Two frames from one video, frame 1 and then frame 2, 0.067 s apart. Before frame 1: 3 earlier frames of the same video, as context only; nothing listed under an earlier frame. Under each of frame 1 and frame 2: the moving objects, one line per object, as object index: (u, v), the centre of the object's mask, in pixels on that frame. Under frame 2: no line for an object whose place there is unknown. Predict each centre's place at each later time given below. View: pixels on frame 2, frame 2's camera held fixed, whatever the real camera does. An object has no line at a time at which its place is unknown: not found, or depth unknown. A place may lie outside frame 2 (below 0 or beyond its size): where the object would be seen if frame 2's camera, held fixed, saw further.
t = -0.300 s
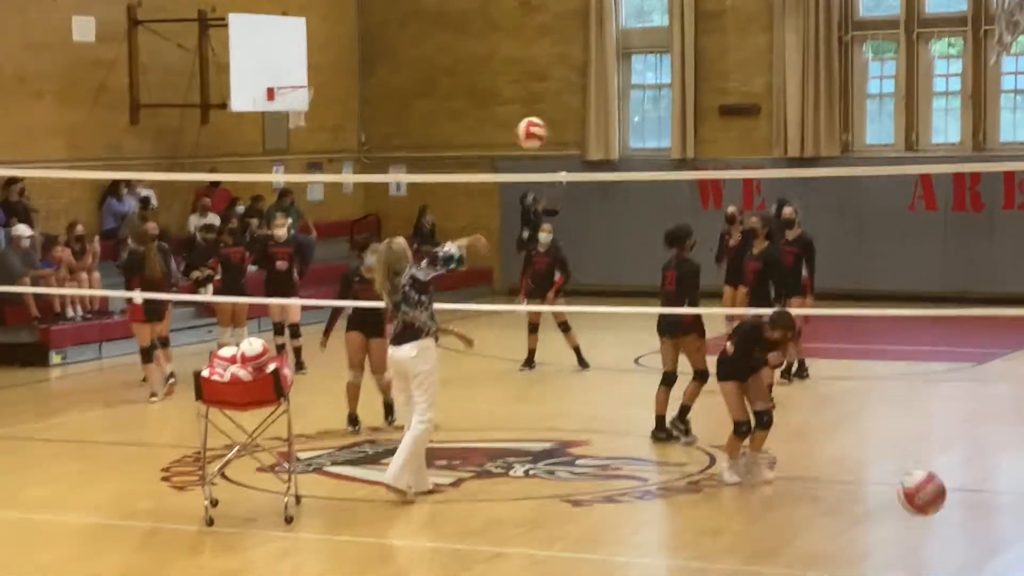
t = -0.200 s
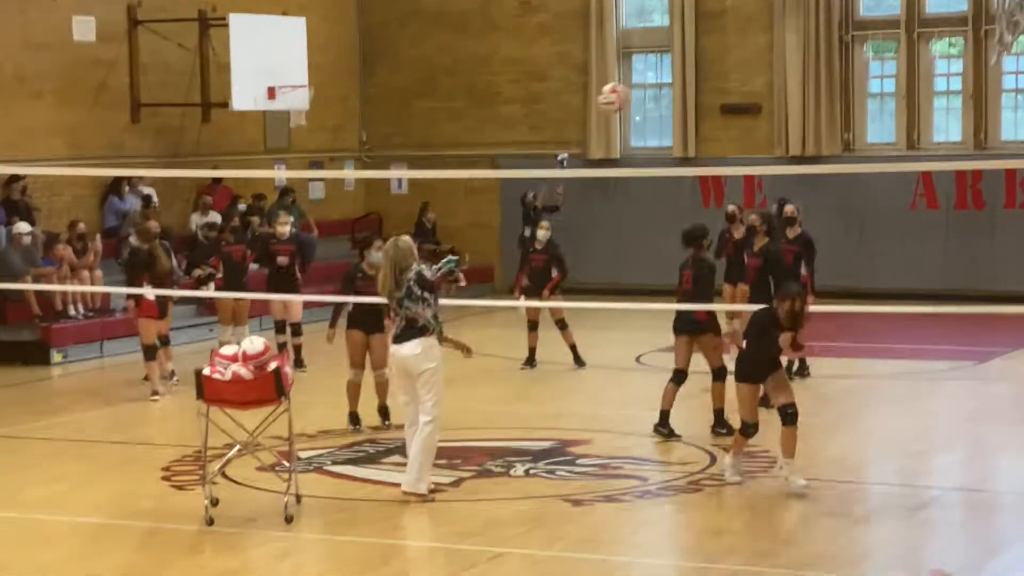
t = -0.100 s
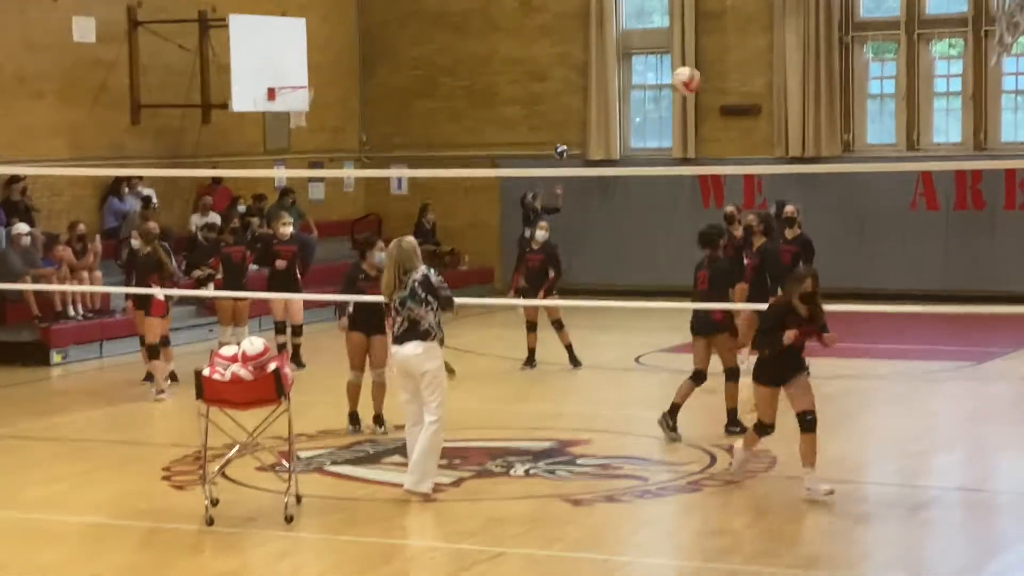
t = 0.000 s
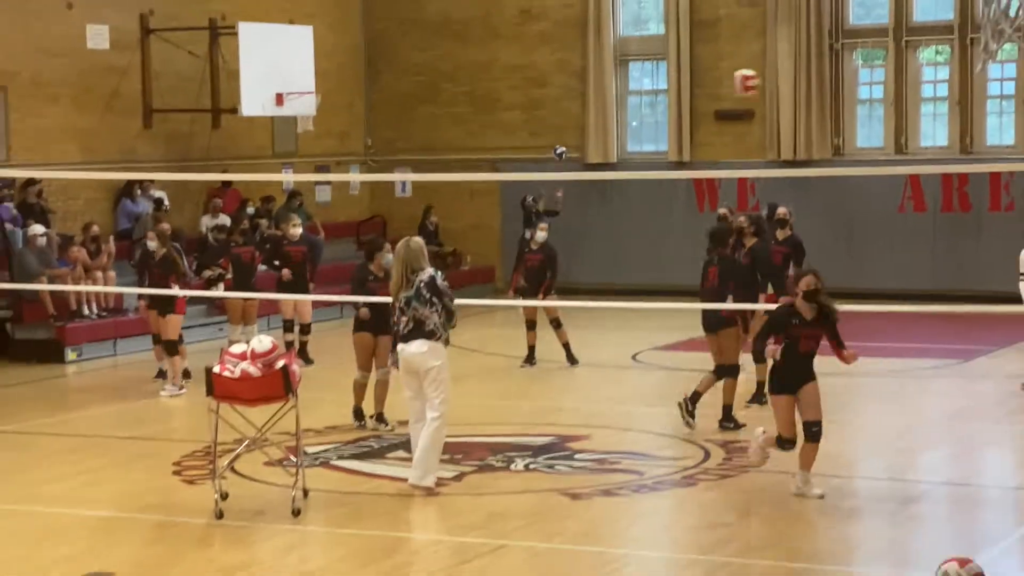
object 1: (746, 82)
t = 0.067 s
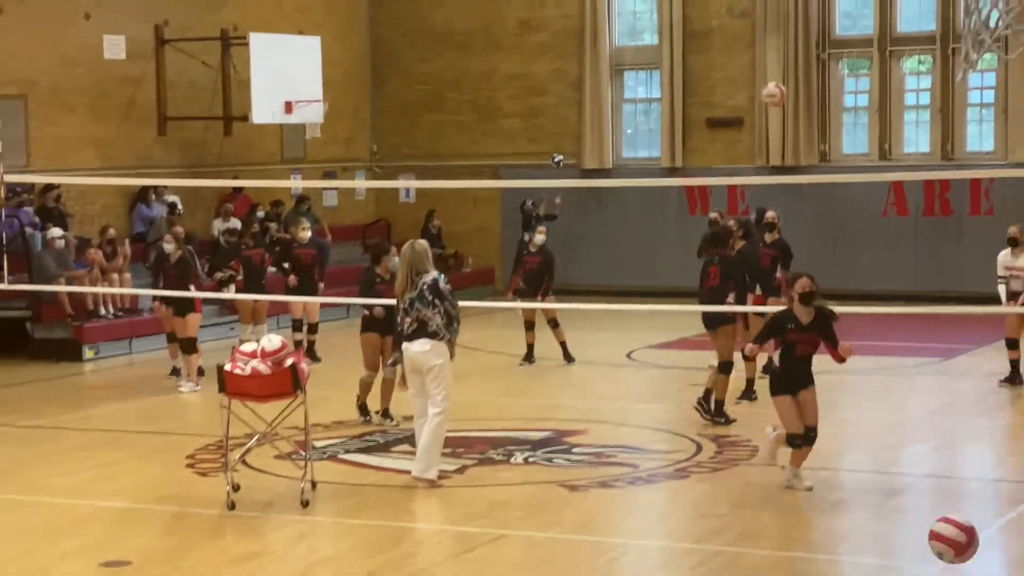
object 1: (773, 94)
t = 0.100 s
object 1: (791, 99)
